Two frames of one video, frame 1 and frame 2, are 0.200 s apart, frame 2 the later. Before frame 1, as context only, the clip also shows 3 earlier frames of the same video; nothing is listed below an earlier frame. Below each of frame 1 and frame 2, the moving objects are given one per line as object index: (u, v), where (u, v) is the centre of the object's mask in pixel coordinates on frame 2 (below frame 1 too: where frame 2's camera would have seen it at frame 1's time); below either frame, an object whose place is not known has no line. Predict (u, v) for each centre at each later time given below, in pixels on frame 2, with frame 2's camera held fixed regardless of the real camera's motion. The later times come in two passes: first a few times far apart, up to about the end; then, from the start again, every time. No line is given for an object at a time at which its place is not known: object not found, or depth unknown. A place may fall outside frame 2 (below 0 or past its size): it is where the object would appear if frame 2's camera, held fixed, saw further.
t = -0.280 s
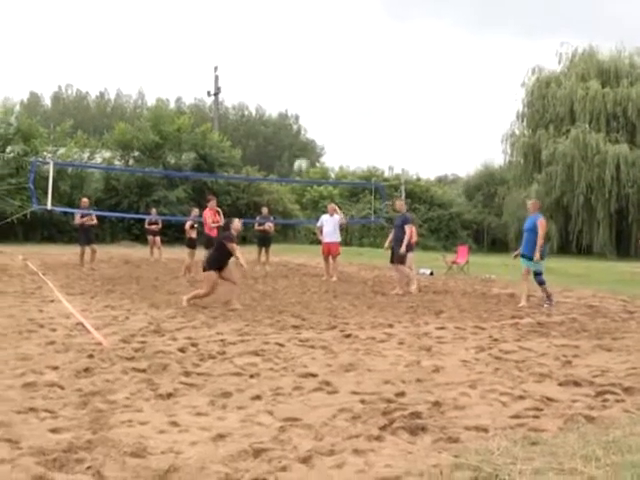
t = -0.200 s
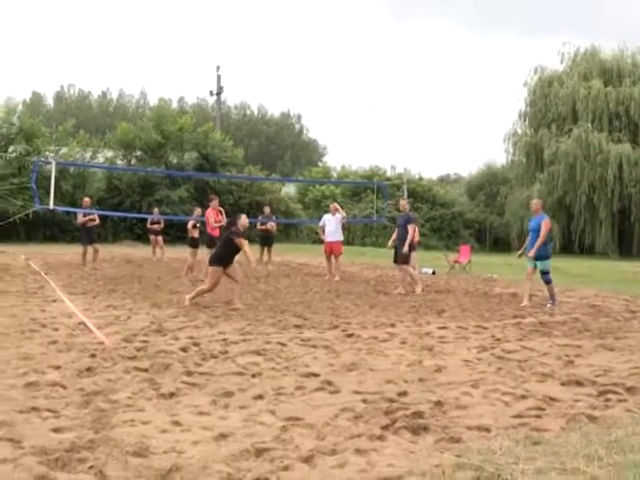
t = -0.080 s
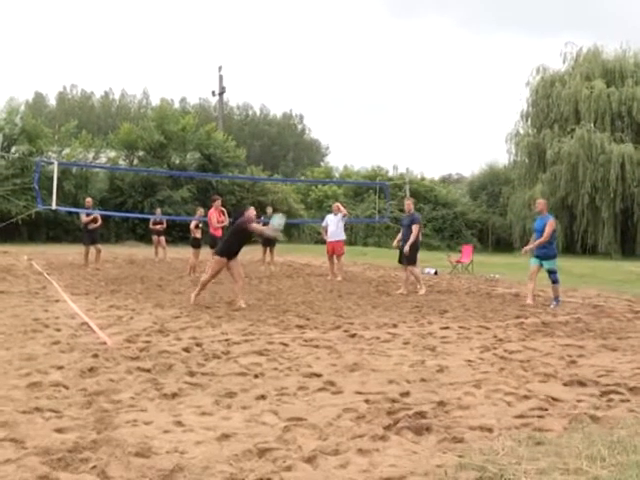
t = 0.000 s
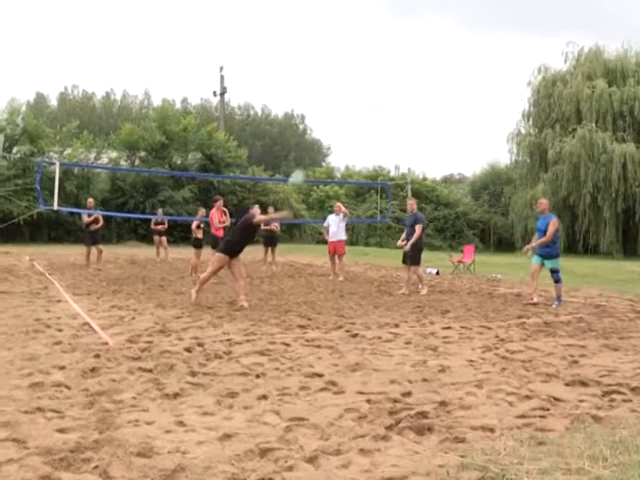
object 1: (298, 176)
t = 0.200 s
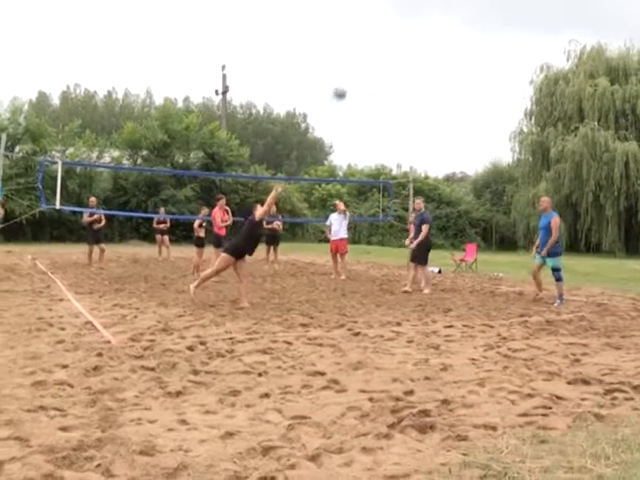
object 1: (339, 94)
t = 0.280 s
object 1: (353, 68)
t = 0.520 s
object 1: (393, 22)
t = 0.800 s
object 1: (435, 18)
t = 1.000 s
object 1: (463, 44)
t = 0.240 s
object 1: (346, 80)
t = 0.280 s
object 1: (353, 68)
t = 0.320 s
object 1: (360, 58)
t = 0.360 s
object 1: (367, 48)
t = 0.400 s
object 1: (374, 39)
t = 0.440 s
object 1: (380, 33)
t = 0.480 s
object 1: (387, 26)
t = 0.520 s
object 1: (393, 22)
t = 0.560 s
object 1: (399, 18)
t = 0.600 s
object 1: (405, 16)
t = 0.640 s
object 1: (411, 15)
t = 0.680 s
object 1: (417, 14)
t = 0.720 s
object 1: (423, 14)
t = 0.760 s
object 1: (429, 16)
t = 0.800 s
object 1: (435, 18)
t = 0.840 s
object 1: (441, 21)
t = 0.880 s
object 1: (447, 26)
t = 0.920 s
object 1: (453, 31)
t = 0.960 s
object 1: (459, 36)
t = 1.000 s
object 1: (463, 44)
